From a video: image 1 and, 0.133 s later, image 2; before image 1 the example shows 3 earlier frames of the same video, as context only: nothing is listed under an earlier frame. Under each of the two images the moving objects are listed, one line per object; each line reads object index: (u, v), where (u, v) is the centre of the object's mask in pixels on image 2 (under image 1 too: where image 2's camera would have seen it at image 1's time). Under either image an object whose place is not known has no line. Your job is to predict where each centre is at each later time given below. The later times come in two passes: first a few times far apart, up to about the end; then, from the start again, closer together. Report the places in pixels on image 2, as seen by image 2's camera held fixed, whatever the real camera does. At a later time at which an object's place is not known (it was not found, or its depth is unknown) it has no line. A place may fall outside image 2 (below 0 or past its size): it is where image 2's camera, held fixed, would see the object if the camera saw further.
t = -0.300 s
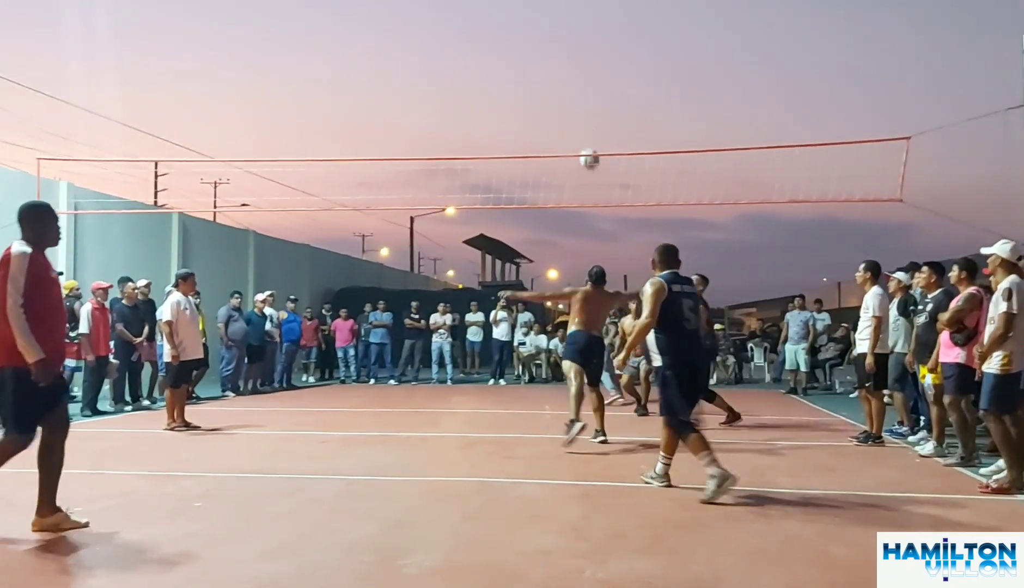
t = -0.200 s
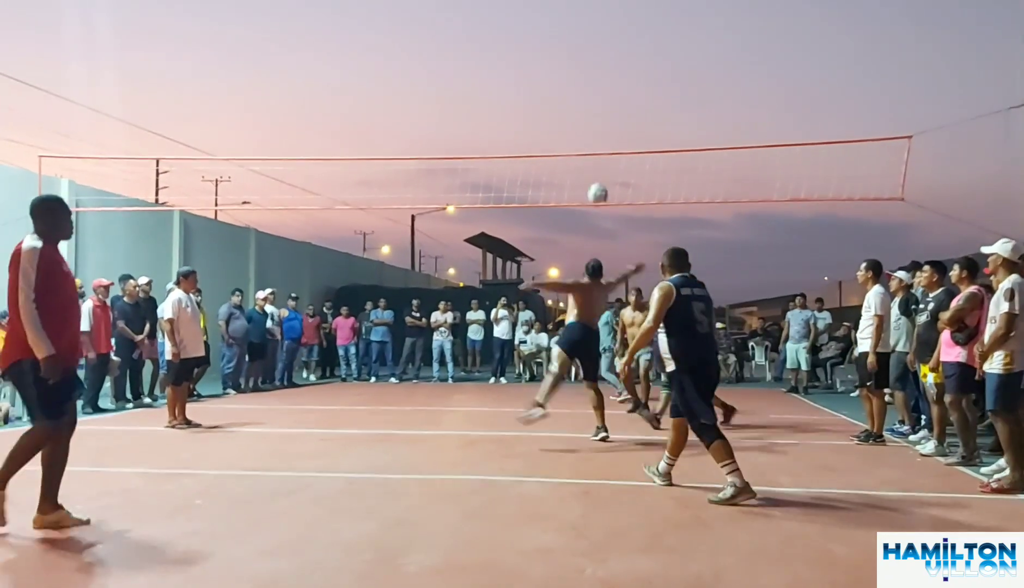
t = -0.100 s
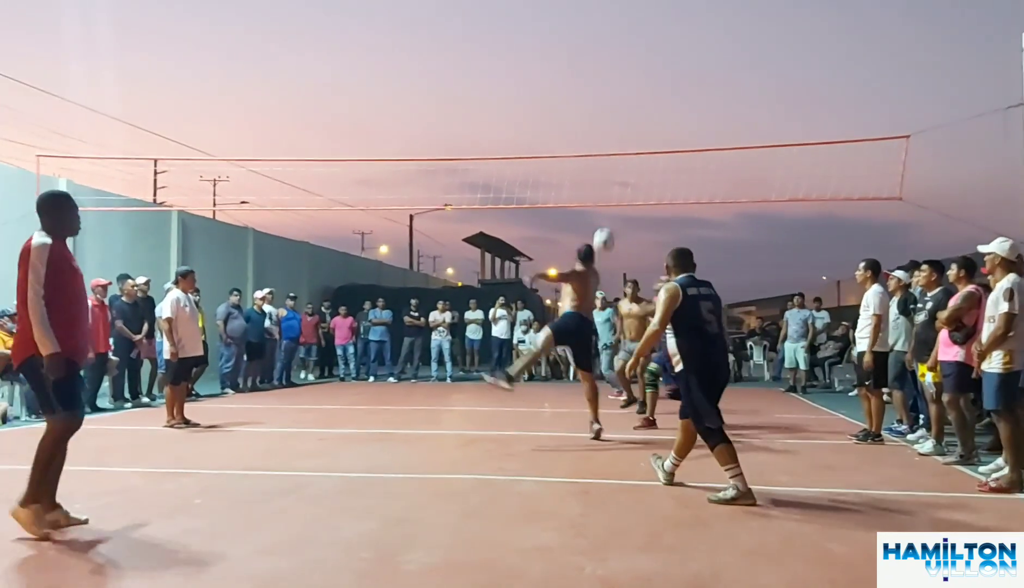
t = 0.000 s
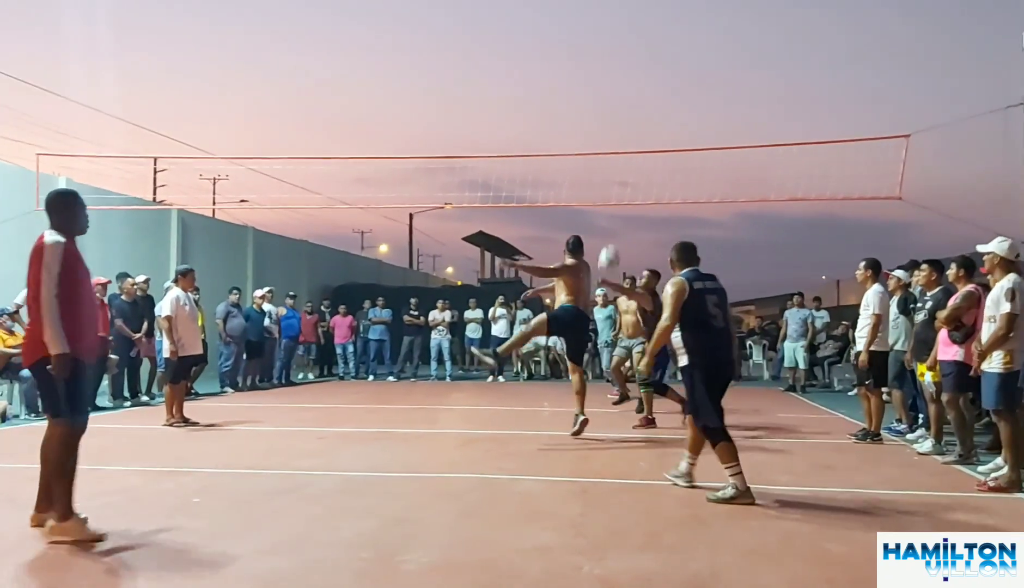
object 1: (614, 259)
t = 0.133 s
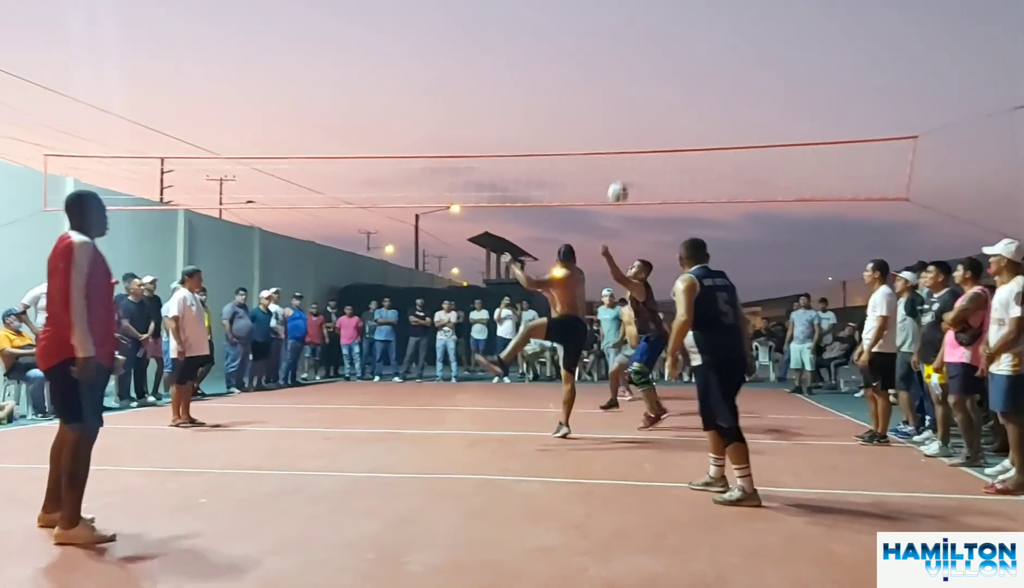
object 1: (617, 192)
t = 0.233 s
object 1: (620, 154)
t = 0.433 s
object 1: (623, 105)
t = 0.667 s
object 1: (627, 93)
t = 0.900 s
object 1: (630, 127)
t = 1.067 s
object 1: (632, 177)
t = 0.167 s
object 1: (618, 179)
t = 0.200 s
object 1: (619, 166)
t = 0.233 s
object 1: (620, 154)
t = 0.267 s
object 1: (620, 143)
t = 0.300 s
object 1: (621, 133)
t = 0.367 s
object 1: (622, 117)
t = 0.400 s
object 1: (623, 110)
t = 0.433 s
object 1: (623, 105)
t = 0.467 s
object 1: (624, 101)
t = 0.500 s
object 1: (624, 97)
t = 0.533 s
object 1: (625, 95)
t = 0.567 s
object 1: (625, 93)
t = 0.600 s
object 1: (626, 92)
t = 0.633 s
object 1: (626, 92)
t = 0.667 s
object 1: (627, 93)
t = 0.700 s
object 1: (627, 95)
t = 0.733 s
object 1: (628, 99)
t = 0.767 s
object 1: (628, 102)
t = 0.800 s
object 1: (629, 107)
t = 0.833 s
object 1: (629, 113)
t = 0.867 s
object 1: (630, 119)
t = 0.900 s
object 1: (630, 127)
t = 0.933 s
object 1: (630, 136)
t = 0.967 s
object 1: (631, 143)
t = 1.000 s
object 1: (632, 154)
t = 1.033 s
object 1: (632, 164)
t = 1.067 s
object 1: (632, 177)
